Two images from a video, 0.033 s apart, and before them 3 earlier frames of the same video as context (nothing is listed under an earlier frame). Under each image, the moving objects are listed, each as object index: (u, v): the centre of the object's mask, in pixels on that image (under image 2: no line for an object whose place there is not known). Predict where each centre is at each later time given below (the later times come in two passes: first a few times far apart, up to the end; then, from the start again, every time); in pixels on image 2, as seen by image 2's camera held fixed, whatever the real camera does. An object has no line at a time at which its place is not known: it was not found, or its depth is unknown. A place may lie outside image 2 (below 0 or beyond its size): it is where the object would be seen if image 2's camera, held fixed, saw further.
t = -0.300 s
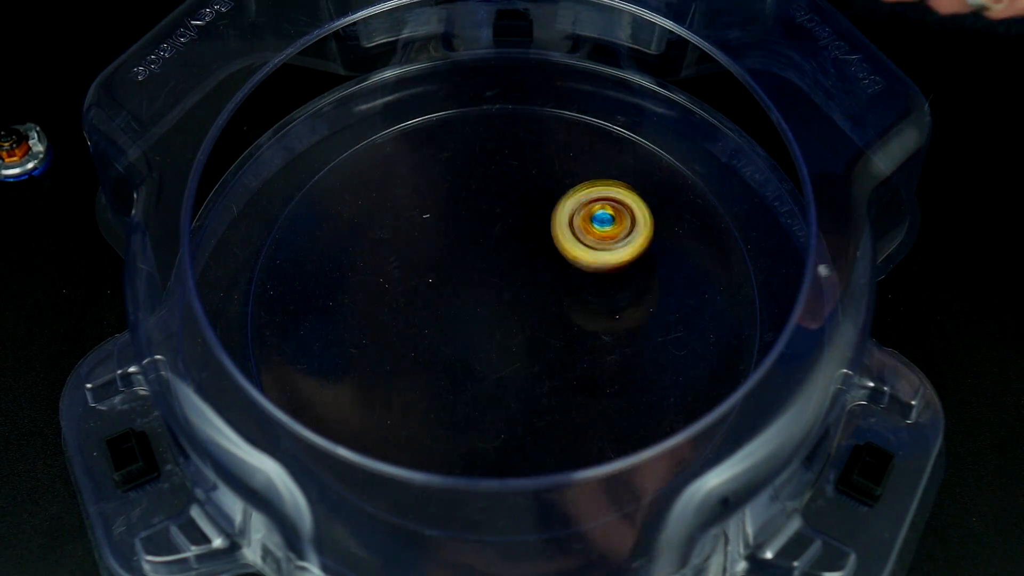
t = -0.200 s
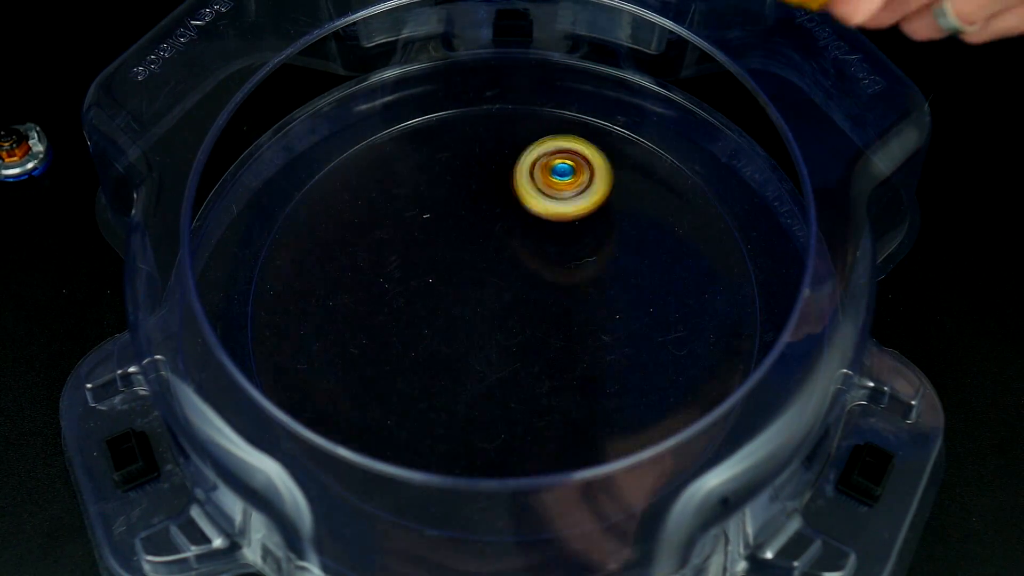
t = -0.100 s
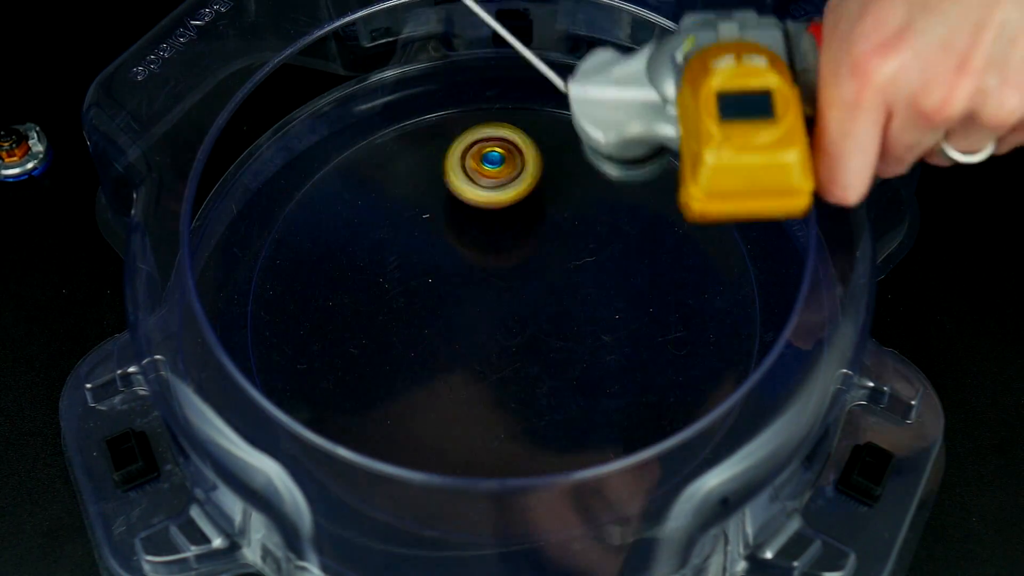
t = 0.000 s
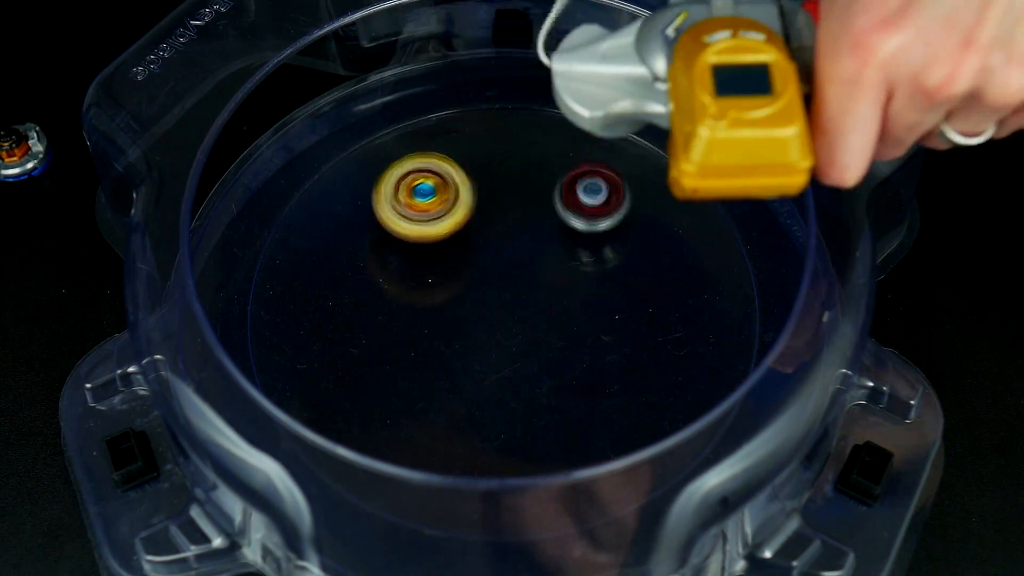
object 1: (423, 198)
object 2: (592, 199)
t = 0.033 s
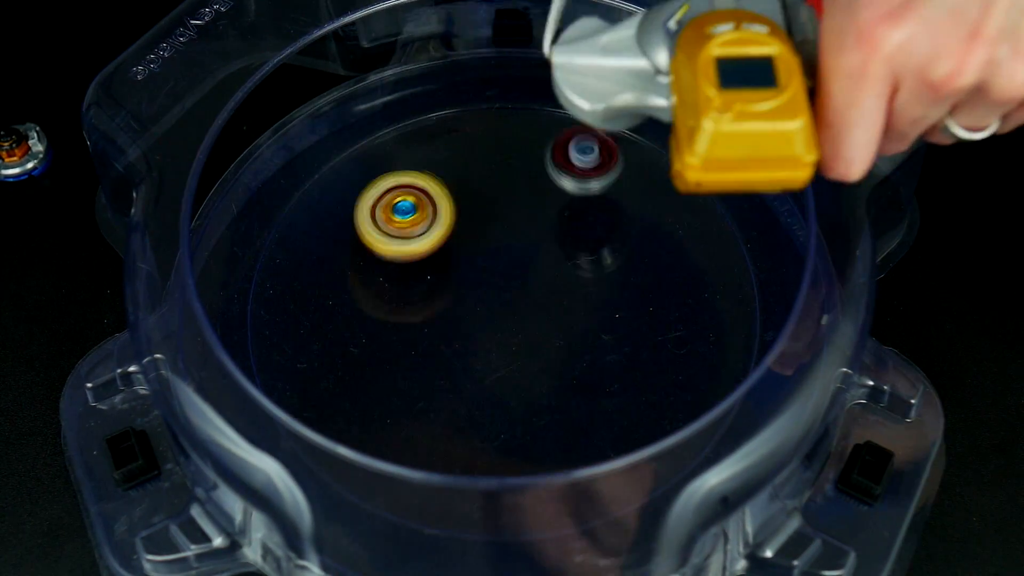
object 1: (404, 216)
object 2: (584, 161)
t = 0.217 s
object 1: (392, 342)
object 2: (498, 140)
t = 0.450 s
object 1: (568, 381)
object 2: (405, 306)
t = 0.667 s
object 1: (628, 266)
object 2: (626, 374)
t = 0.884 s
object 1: (511, 196)
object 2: (696, 179)
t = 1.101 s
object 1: (388, 282)
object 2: (427, 143)
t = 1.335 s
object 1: (473, 399)
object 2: (364, 423)
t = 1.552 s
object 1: (597, 332)
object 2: (680, 435)
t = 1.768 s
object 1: (546, 221)
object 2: (655, 198)
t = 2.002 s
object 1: (279, 244)
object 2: (464, 159)
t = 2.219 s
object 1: (236, 362)
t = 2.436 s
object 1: (315, 426)
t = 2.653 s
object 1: (480, 377)
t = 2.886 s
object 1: (531, 243)
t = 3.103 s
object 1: (487, 183)
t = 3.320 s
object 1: (453, 196)
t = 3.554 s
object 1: (357, 227)
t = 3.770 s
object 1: (345, 300)
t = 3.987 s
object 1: (422, 370)
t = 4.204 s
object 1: (479, 389)
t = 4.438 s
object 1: (519, 329)
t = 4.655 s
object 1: (516, 305)
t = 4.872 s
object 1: (492, 280)
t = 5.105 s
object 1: (454, 252)
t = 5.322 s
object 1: (418, 260)
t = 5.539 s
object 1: (423, 288)
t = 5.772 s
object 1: (417, 328)
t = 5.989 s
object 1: (443, 348)
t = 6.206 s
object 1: (456, 336)
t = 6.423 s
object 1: (435, 333)
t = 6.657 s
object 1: (435, 308)
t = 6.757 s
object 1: (440, 296)
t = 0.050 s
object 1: (396, 226)
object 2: (578, 148)
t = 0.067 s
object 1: (388, 236)
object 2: (573, 136)
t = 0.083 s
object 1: (383, 247)
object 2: (568, 125)
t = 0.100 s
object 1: (379, 260)
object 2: (564, 118)
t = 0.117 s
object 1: (375, 273)
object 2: (558, 117)
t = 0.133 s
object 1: (374, 284)
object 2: (553, 120)
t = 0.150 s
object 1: (374, 296)
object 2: (548, 125)
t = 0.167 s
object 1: (376, 308)
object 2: (541, 133)
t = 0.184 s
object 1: (379, 319)
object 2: (527, 132)
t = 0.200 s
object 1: (385, 331)
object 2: (513, 134)
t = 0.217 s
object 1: (392, 342)
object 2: (498, 140)
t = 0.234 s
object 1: (402, 352)
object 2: (483, 150)
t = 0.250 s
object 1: (412, 362)
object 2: (470, 162)
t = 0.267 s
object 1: (423, 371)
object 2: (457, 167)
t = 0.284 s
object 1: (434, 379)
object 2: (445, 175)
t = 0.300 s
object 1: (446, 385)
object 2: (435, 184)
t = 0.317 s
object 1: (458, 389)
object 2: (428, 195)
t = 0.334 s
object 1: (473, 392)
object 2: (420, 206)
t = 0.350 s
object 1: (487, 395)
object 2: (411, 220)
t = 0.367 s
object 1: (500, 396)
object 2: (404, 232)
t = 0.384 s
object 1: (514, 395)
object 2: (400, 246)
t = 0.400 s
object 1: (528, 393)
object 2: (397, 262)
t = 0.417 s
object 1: (541, 390)
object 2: (397, 277)
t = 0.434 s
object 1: (554, 386)
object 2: (399, 293)
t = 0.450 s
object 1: (568, 381)
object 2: (405, 306)
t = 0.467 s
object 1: (580, 376)
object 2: (414, 321)
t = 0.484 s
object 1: (590, 370)
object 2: (425, 337)
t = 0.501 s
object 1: (599, 362)
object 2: (438, 351)
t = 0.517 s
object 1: (608, 354)
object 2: (453, 363)
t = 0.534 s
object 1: (615, 345)
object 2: (470, 372)
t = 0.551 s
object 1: (620, 336)
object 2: (488, 380)
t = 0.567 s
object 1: (625, 326)
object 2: (508, 386)
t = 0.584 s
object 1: (629, 316)
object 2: (527, 391)
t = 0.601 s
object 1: (632, 306)
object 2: (546, 390)
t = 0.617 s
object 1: (633, 296)
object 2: (565, 389)
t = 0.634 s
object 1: (633, 286)
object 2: (587, 385)
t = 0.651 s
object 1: (631, 276)
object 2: (607, 381)
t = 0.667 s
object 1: (628, 266)
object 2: (626, 374)
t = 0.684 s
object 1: (624, 256)
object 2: (644, 366)
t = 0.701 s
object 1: (619, 246)
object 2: (659, 354)
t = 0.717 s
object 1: (613, 237)
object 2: (673, 343)
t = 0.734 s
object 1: (606, 230)
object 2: (685, 327)
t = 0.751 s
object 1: (598, 222)
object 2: (696, 315)
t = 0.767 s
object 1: (590, 216)
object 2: (705, 297)
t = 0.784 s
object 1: (580, 210)
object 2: (713, 280)
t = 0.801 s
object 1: (570, 206)
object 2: (718, 263)
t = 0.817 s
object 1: (558, 202)
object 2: (720, 245)
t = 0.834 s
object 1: (547, 199)
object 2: (719, 228)
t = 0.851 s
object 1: (535, 197)
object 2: (714, 211)
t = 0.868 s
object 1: (523, 196)
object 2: (707, 194)
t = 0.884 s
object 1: (511, 196)
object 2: (696, 179)
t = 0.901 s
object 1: (499, 198)
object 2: (684, 165)
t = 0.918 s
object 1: (488, 201)
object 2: (668, 152)
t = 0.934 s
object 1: (476, 205)
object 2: (652, 141)
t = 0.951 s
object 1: (464, 209)
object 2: (633, 131)
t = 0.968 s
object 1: (452, 215)
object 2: (613, 124)
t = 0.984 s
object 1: (441, 220)
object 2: (591, 118)
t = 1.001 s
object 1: (431, 227)
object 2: (568, 115)
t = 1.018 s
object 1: (421, 235)
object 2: (545, 114)
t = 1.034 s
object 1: (411, 243)
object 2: (520, 115)
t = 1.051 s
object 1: (404, 252)
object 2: (495, 119)
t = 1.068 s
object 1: (397, 261)
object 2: (471, 124)
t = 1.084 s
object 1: (392, 271)
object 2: (448, 133)
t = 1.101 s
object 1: (388, 282)
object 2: (427, 143)
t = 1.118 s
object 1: (385, 292)
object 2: (409, 156)
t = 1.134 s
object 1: (384, 303)
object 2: (392, 169)
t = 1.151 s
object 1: (384, 313)
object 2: (376, 186)
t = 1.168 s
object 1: (385, 324)
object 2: (362, 203)
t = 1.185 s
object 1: (389, 334)
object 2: (351, 222)
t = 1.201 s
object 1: (393, 345)
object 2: (343, 242)
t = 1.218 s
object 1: (399, 354)
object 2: (336, 265)
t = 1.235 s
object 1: (406, 364)
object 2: (332, 290)
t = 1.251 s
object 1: (415, 372)
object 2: (329, 316)
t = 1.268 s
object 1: (424, 380)
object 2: (330, 340)
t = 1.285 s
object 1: (434, 386)
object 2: (334, 366)
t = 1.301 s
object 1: (445, 392)
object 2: (340, 389)
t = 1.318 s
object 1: (459, 396)
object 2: (350, 409)
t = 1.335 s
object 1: (473, 399)
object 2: (364, 423)
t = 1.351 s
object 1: (487, 400)
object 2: (377, 449)
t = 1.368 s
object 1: (501, 401)
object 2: (396, 468)
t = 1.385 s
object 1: (514, 399)
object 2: (418, 482)
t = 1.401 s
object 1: (526, 397)
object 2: (442, 492)
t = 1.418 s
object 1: (538, 393)
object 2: (468, 497)
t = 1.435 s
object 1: (549, 388)
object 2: (495, 504)
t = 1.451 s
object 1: (559, 383)
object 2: (524, 508)
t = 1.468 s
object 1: (568, 376)
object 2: (552, 508)
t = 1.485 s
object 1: (576, 368)
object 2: (582, 506)
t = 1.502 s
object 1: (583, 360)
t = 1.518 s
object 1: (589, 351)
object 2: (634, 474)
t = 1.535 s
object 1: (594, 342)
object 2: (658, 454)
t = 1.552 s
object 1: (597, 332)
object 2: (680, 435)
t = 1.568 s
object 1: (600, 322)
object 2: (699, 417)
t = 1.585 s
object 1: (601, 313)
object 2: (714, 396)
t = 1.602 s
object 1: (601, 302)
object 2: (724, 374)
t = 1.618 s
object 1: (600, 292)
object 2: (729, 353)
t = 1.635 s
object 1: (598, 283)
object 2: (733, 334)
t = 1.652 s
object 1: (595, 273)
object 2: (735, 317)
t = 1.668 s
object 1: (591, 264)
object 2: (732, 297)
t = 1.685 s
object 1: (585, 256)
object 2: (726, 278)
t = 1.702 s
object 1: (579, 247)
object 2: (717, 260)
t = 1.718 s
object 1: (572, 240)
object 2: (706, 242)
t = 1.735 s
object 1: (564, 233)
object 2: (691, 226)
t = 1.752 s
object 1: (555, 227)
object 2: (674, 211)
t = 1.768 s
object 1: (546, 221)
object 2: (655, 198)
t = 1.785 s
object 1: (536, 217)
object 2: (635, 187)
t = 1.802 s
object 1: (526, 213)
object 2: (615, 177)
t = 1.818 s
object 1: (515, 210)
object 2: (592, 169)
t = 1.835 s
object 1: (503, 209)
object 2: (571, 162)
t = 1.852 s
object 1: (479, 210)
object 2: (563, 155)
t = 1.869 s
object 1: (452, 212)
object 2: (557, 147)
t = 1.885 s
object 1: (425, 214)
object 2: (553, 144)
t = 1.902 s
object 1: (399, 217)
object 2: (544, 141)
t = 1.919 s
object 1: (375, 220)
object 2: (532, 140)
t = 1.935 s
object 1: (352, 225)
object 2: (522, 140)
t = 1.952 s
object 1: (332, 229)
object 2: (508, 142)
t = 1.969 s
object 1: (313, 233)
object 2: (493, 147)
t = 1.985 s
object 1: (296, 238)
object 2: (478, 152)
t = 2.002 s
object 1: (279, 244)
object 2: (464, 159)
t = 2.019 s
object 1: (264, 251)
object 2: (448, 169)
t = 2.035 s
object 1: (252, 259)
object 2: (434, 179)
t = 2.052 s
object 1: (246, 266)
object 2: (419, 193)
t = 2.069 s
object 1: (244, 275)
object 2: (405, 209)
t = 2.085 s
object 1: (243, 286)
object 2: (394, 226)
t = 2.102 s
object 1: (244, 295)
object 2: (384, 242)
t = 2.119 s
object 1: (244, 304)
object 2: (377, 258)
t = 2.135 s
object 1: (236, 317)
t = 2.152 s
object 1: (235, 327)
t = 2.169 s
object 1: (236, 336)
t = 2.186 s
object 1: (235, 345)
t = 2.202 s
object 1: (235, 353)
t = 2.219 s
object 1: (236, 362)
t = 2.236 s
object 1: (237, 370)
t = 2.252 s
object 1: (242, 376)
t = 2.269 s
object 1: (242, 386)
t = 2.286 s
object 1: (247, 392)
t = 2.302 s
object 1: (252, 397)
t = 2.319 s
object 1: (257, 402)
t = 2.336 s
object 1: (262, 407)
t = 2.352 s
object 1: (269, 411)
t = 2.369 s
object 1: (275, 415)
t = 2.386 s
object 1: (288, 414)
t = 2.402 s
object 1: (296, 419)
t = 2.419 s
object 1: (305, 422)
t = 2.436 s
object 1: (315, 426)
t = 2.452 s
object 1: (327, 428)
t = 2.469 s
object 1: (341, 428)
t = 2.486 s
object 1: (357, 426)
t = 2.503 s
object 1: (376, 420)
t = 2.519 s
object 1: (386, 420)
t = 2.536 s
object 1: (399, 419)
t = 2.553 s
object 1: (413, 418)
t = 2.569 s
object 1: (427, 415)
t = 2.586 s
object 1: (439, 408)
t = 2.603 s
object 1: (450, 401)
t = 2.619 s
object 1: (461, 394)
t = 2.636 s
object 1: (472, 386)
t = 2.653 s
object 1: (480, 377)
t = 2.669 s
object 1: (489, 369)
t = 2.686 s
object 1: (497, 361)
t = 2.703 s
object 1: (505, 352)
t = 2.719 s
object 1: (511, 341)
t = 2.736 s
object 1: (516, 330)
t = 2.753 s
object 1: (521, 321)
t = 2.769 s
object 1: (524, 310)
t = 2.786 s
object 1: (526, 300)
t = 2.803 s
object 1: (528, 291)
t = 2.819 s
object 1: (531, 281)
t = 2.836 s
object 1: (532, 270)
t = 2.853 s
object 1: (531, 260)
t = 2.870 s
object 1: (531, 252)
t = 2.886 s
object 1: (531, 243)
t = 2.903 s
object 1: (529, 235)
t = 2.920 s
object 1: (527, 229)
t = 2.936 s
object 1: (526, 223)
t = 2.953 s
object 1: (524, 216)
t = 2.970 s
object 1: (520, 209)
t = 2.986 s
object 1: (516, 205)
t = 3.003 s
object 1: (513, 201)
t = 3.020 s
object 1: (509, 196)
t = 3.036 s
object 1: (504, 193)
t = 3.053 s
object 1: (501, 191)
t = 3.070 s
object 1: (497, 188)
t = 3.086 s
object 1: (492, 185)
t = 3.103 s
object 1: (487, 183)
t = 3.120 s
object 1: (483, 181)
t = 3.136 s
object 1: (478, 180)
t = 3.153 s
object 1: (474, 179)
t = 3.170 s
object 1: (472, 179)
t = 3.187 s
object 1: (469, 179)
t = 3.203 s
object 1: (466, 179)
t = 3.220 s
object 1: (463, 180)
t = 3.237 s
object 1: (460, 181)
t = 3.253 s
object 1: (458, 183)
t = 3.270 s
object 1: (456, 186)
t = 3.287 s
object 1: (455, 189)
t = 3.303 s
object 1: (454, 193)
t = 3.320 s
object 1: (453, 196)
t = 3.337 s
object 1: (452, 199)
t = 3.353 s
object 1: (451, 204)
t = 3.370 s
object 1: (451, 210)
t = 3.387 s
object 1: (451, 215)
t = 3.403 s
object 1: (452, 220)
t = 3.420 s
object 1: (453, 225)
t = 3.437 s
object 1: (454, 229)
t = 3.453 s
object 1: (438, 229)
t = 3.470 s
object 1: (422, 227)
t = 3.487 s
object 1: (405, 225)
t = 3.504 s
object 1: (391, 225)
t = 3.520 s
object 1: (379, 224)
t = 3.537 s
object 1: (365, 225)
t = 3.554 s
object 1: (357, 227)
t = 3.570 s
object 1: (349, 229)
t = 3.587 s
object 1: (342, 232)
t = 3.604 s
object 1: (338, 236)
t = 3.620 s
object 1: (334, 241)
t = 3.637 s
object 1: (331, 247)
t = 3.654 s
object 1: (331, 253)
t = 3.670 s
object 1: (331, 259)
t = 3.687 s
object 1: (331, 265)
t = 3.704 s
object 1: (332, 272)
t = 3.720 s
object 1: (334, 279)
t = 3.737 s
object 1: (336, 286)
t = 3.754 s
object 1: (340, 293)
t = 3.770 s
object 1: (345, 300)
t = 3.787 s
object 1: (349, 306)
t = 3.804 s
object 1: (355, 313)
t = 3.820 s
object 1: (361, 319)
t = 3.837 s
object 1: (367, 326)
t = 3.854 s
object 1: (376, 332)
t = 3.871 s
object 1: (383, 336)
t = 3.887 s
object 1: (391, 342)
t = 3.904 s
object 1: (401, 346)
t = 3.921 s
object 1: (410, 350)
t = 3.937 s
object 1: (420, 354)
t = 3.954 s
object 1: (426, 355)
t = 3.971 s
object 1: (423, 364)
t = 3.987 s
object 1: (422, 370)
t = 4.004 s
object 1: (421, 376)
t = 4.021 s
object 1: (424, 380)
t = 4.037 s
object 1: (427, 384)
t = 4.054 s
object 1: (430, 387)
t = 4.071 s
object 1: (434, 390)
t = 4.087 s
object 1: (439, 391)
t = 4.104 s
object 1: (445, 393)
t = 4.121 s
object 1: (452, 394)
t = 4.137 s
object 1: (457, 393)
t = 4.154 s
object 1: (463, 393)
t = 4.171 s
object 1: (468, 392)
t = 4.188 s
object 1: (474, 390)
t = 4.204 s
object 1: (479, 389)
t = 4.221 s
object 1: (483, 385)
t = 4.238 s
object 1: (487, 383)
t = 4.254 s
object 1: (492, 380)
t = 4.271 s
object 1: (496, 376)
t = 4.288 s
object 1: (500, 373)
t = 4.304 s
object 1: (503, 368)
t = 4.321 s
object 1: (505, 365)
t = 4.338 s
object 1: (508, 360)
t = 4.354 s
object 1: (511, 355)
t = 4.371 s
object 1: (513, 351)
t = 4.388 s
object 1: (514, 345)
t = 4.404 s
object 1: (516, 341)
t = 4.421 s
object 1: (518, 334)
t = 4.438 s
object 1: (519, 329)
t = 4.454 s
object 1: (520, 323)
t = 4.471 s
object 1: (519, 318)
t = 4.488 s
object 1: (520, 316)
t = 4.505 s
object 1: (521, 317)
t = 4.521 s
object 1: (522, 317)
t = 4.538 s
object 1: (522, 316)
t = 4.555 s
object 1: (521, 315)
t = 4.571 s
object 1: (521, 314)
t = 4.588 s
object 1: (520, 313)
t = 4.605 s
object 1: (520, 311)
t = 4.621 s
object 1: (519, 308)
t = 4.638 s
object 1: (518, 307)
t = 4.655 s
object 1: (516, 305)
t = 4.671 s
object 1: (516, 303)
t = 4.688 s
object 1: (514, 300)
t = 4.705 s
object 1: (512, 299)
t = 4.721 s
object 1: (510, 297)
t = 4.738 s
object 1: (509, 295)
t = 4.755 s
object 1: (508, 292)
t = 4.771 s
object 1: (505, 290)
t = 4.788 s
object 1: (503, 288)
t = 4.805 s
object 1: (501, 287)
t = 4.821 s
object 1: (500, 284)
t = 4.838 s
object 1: (497, 283)
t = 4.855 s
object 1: (495, 281)
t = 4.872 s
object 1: (492, 280)
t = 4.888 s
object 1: (492, 278)
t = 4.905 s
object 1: (488, 277)
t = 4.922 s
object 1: (486, 276)
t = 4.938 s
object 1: (483, 275)
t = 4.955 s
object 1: (482, 275)
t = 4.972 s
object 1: (479, 273)
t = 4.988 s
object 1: (477, 273)
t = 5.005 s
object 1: (474, 271)
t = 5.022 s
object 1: (472, 268)
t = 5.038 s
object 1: (468, 263)
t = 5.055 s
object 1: (465, 260)
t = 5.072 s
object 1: (461, 257)
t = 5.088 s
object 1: (458, 255)
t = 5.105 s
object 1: (454, 252)
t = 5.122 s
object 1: (450, 251)
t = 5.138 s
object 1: (446, 250)
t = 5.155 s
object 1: (443, 249)
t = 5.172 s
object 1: (438, 248)
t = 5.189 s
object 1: (435, 249)
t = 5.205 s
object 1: (432, 249)
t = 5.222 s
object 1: (429, 250)
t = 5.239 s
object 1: (426, 251)
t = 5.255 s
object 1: (424, 253)
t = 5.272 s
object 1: (422, 254)
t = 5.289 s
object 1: (421, 256)
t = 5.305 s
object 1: (419, 257)
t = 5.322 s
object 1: (418, 260)
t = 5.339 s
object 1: (418, 262)
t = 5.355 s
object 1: (418, 263)
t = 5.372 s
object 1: (418, 265)
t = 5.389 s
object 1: (419, 268)
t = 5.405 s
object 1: (420, 270)
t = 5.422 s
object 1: (422, 271)
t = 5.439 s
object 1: (423, 274)
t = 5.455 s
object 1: (425, 276)
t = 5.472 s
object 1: (428, 278)
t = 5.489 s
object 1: (431, 279)
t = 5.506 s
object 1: (431, 282)
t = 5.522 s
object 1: (428, 284)
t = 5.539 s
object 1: (423, 288)
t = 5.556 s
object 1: (421, 291)
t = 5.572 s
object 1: (417, 295)
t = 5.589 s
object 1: (417, 298)
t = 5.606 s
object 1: (416, 301)
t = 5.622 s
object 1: (416, 303)
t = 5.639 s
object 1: (416, 305)
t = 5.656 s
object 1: (417, 308)
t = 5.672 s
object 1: (419, 309)
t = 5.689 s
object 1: (420, 311)
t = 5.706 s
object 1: (422, 312)
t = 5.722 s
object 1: (421, 315)
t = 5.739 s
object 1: (419, 320)
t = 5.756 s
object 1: (418, 324)
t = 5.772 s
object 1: (417, 328)
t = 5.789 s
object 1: (416, 332)
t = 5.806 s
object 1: (417, 335)
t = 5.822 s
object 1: (418, 338)
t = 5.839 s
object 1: (419, 340)
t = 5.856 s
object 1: (420, 343)
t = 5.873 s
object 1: (423, 345)
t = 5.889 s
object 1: (425, 346)
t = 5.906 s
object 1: (427, 347)
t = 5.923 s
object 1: (430, 348)
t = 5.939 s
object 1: (434, 349)
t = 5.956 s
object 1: (436, 348)
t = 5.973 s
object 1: (440, 349)
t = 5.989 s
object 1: (443, 348)
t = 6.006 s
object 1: (448, 347)
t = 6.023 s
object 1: (450, 345)
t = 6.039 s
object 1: (455, 344)
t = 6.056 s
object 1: (459, 342)
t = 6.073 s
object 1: (463, 339)
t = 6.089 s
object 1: (467, 337)
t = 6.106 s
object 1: (470, 334)
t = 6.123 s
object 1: (474, 330)
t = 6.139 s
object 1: (473, 328)
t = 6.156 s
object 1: (469, 329)
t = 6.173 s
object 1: (464, 333)
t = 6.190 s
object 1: (460, 334)
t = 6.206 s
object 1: (456, 336)
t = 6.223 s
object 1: (453, 336)
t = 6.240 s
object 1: (450, 337)
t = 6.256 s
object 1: (447, 337)
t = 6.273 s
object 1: (446, 337)
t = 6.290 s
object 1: (443, 337)
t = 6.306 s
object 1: (442, 337)
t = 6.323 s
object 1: (441, 336)
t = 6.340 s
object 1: (438, 336)
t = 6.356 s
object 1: (438, 335)
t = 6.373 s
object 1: (437, 335)
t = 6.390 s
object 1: (436, 334)
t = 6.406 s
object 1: (435, 334)
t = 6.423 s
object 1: (435, 333)
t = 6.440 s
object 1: (434, 331)
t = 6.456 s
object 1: (434, 331)
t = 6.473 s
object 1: (433, 329)
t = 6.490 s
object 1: (434, 328)
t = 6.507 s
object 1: (433, 327)
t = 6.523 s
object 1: (433, 324)
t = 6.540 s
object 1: (434, 323)
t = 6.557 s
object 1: (433, 321)
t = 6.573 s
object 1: (434, 319)
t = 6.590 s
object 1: (434, 318)
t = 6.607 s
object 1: (434, 315)
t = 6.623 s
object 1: (435, 313)
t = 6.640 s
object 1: (435, 312)
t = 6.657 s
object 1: (435, 308)
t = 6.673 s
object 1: (436, 307)
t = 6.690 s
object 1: (436, 305)
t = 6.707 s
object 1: (437, 302)
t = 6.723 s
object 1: (438, 300)
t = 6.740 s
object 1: (438, 298)
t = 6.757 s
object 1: (440, 296)
